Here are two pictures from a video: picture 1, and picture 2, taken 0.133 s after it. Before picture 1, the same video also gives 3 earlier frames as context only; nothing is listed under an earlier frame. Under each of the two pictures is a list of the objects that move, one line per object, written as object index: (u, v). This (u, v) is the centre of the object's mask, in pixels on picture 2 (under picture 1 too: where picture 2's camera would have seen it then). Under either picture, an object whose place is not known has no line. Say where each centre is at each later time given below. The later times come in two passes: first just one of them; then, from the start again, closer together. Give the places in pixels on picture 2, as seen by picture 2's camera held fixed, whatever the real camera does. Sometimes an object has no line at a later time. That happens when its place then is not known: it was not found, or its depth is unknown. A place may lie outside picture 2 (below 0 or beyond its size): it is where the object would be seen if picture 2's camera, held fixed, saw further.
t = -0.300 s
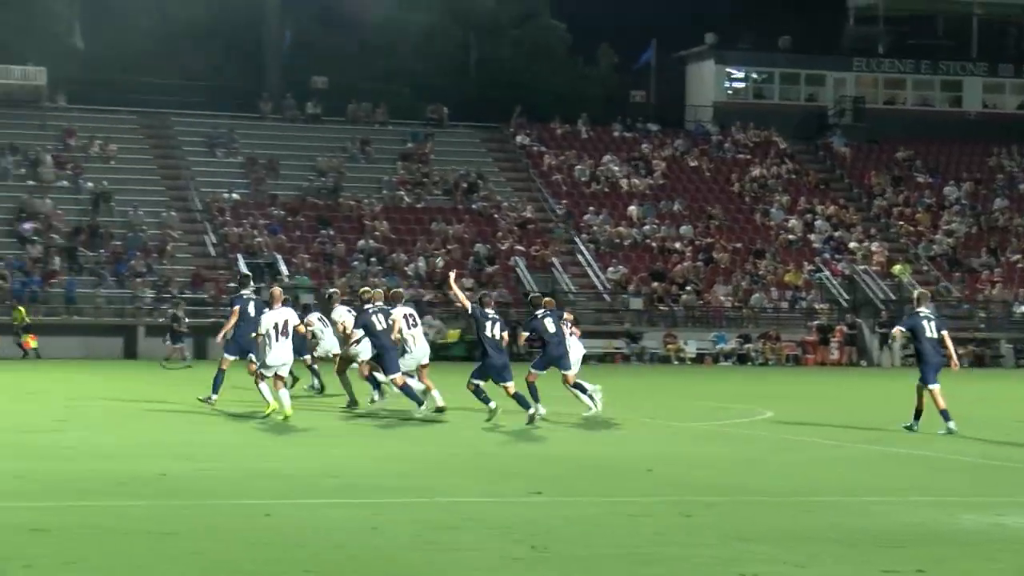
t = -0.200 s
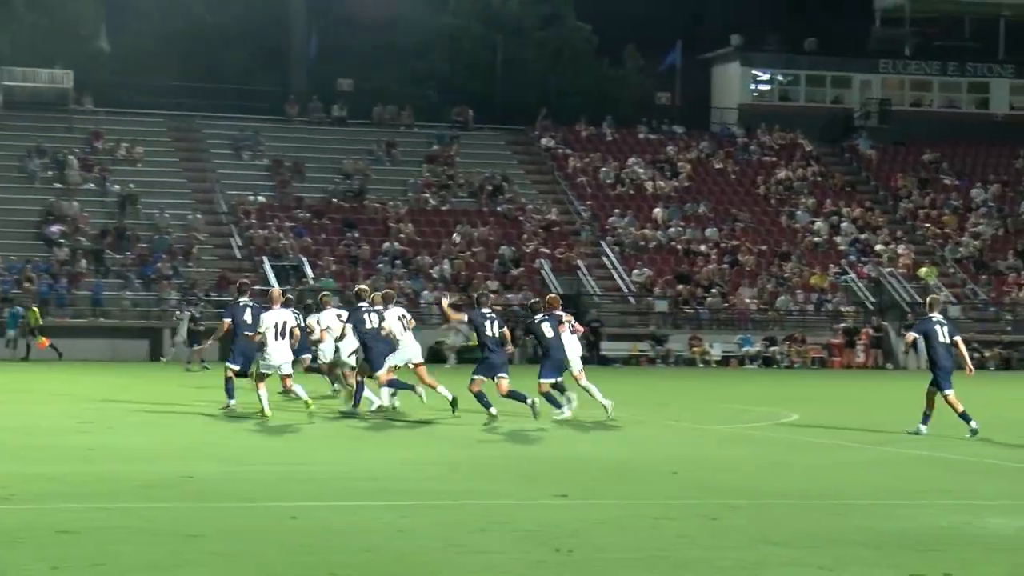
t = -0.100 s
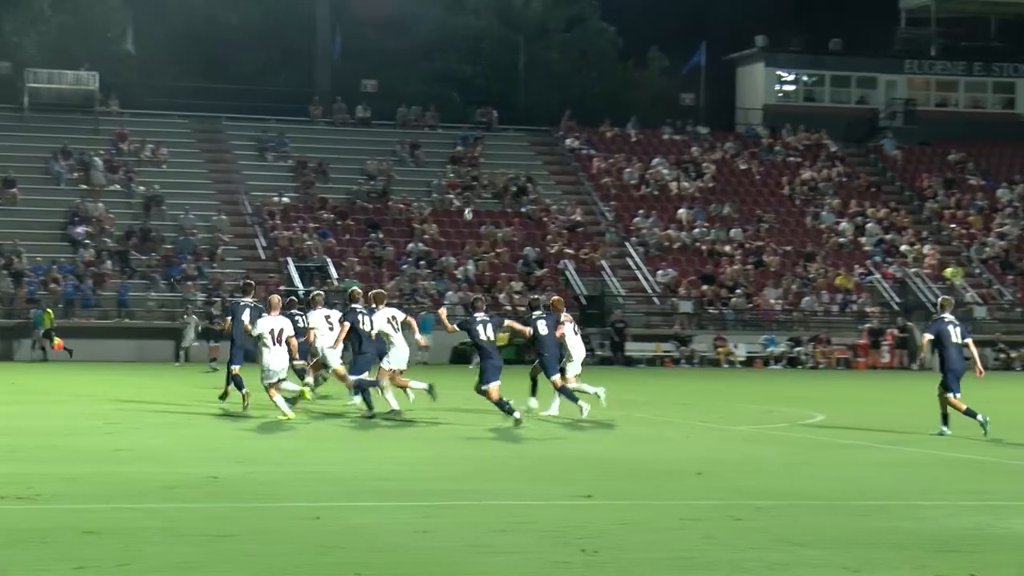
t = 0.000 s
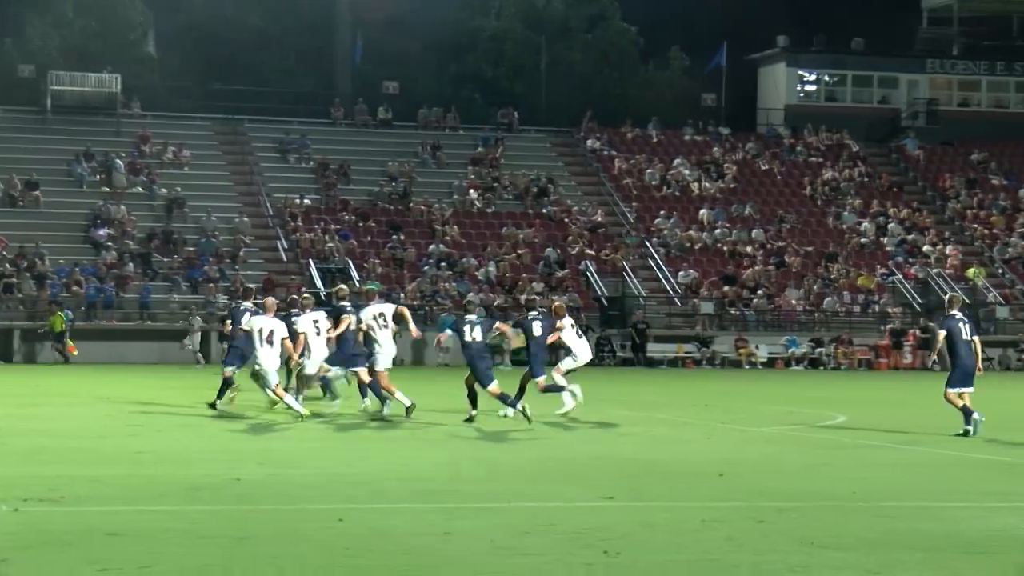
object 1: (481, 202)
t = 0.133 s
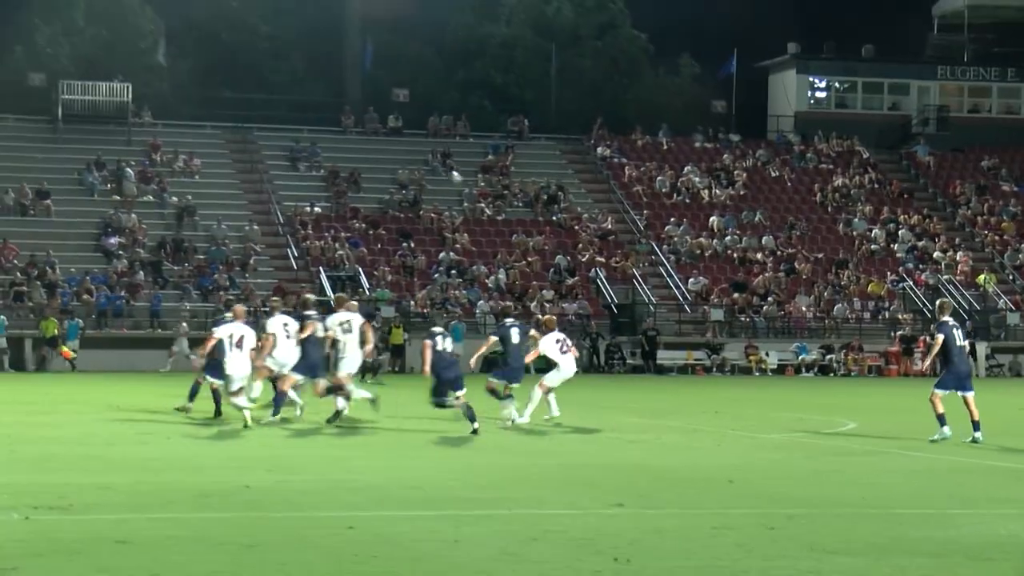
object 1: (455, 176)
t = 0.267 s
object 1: (426, 158)
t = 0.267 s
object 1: (426, 158)
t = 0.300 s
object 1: (418, 155)
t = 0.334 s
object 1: (411, 151)
